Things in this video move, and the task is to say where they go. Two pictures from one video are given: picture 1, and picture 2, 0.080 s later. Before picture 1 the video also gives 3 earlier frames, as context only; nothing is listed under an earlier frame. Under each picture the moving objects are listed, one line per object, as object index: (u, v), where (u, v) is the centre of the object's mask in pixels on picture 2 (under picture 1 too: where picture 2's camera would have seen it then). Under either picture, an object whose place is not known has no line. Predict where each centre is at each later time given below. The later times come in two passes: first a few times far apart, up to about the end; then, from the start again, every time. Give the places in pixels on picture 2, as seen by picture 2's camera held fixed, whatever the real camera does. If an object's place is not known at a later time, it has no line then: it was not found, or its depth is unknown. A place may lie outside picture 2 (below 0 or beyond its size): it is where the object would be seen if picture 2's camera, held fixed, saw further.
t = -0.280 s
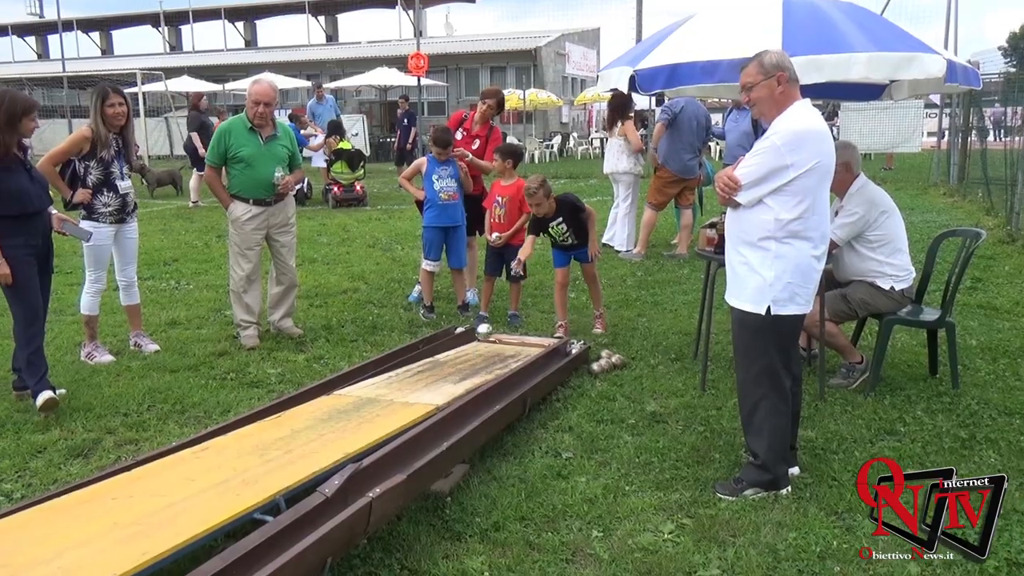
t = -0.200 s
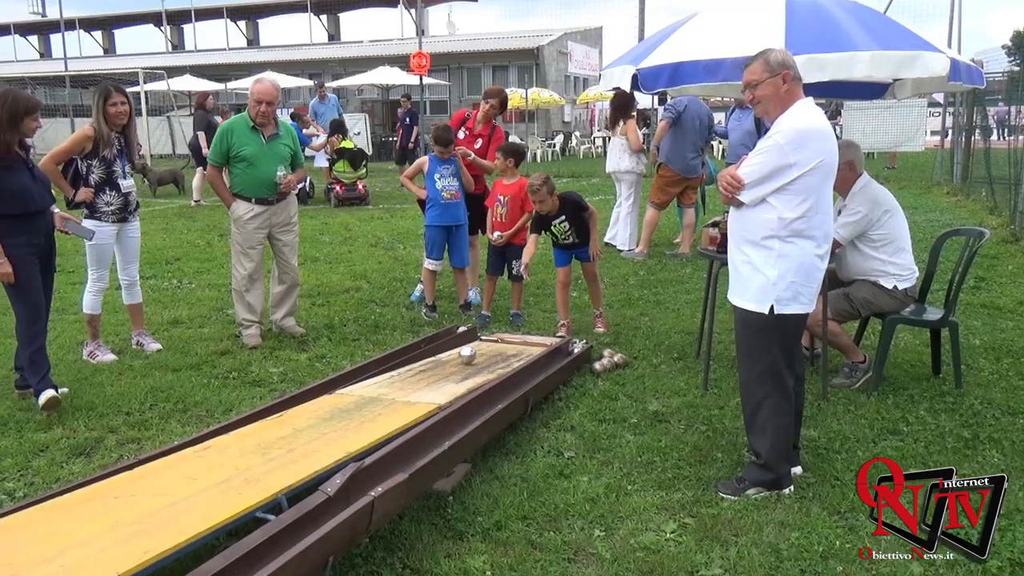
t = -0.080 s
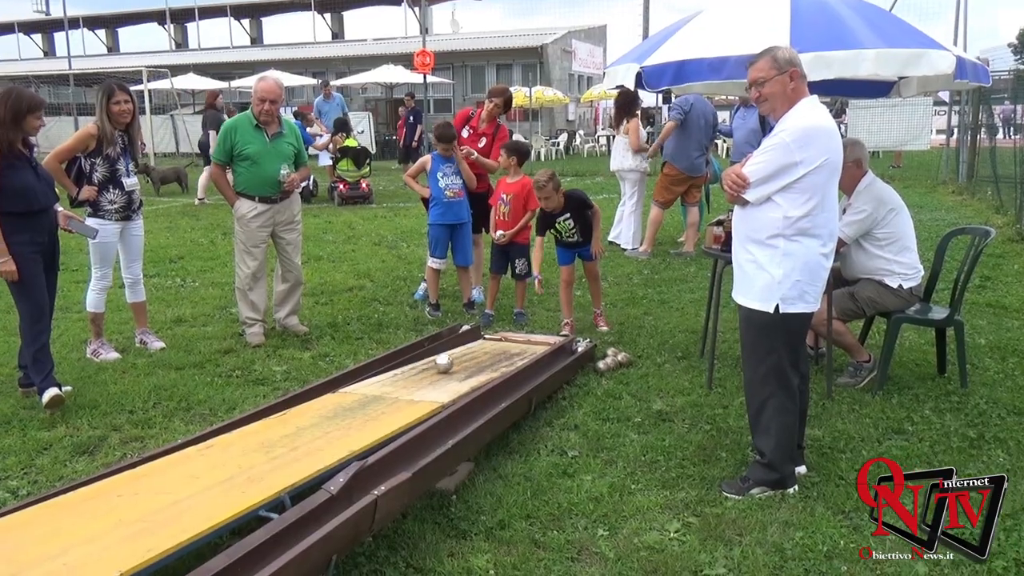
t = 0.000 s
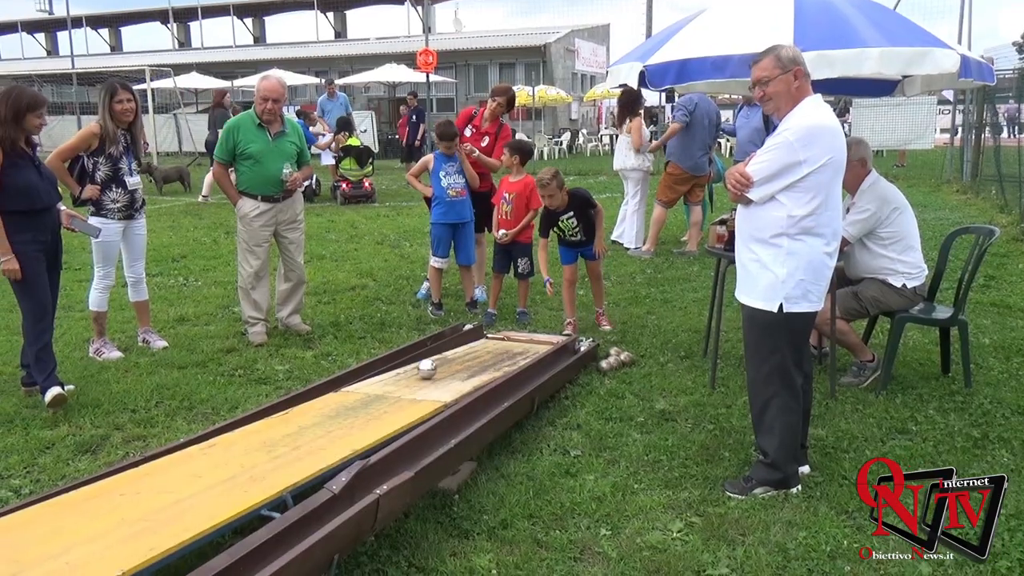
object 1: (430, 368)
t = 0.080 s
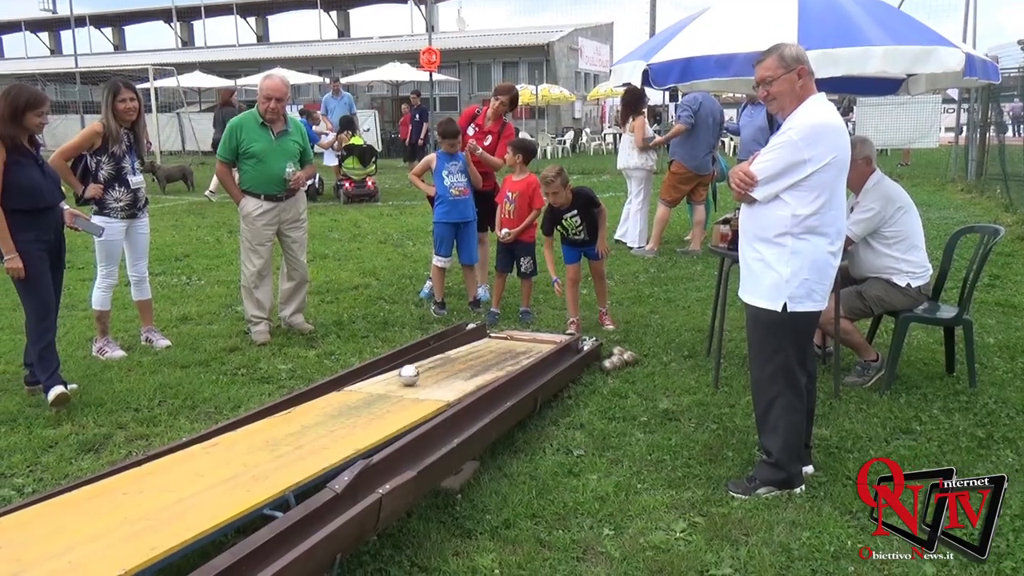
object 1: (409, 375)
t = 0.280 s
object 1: (350, 396)
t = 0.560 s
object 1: (245, 433)
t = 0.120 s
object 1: (398, 378)
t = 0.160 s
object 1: (387, 382)
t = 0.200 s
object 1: (375, 387)
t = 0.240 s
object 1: (362, 391)
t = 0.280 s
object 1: (350, 396)
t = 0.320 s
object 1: (336, 401)
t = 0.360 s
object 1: (322, 406)
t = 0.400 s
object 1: (308, 411)
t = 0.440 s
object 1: (293, 416)
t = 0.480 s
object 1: (278, 421)
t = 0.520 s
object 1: (262, 427)
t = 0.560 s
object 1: (245, 433)
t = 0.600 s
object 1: (228, 438)
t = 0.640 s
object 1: (210, 444)
